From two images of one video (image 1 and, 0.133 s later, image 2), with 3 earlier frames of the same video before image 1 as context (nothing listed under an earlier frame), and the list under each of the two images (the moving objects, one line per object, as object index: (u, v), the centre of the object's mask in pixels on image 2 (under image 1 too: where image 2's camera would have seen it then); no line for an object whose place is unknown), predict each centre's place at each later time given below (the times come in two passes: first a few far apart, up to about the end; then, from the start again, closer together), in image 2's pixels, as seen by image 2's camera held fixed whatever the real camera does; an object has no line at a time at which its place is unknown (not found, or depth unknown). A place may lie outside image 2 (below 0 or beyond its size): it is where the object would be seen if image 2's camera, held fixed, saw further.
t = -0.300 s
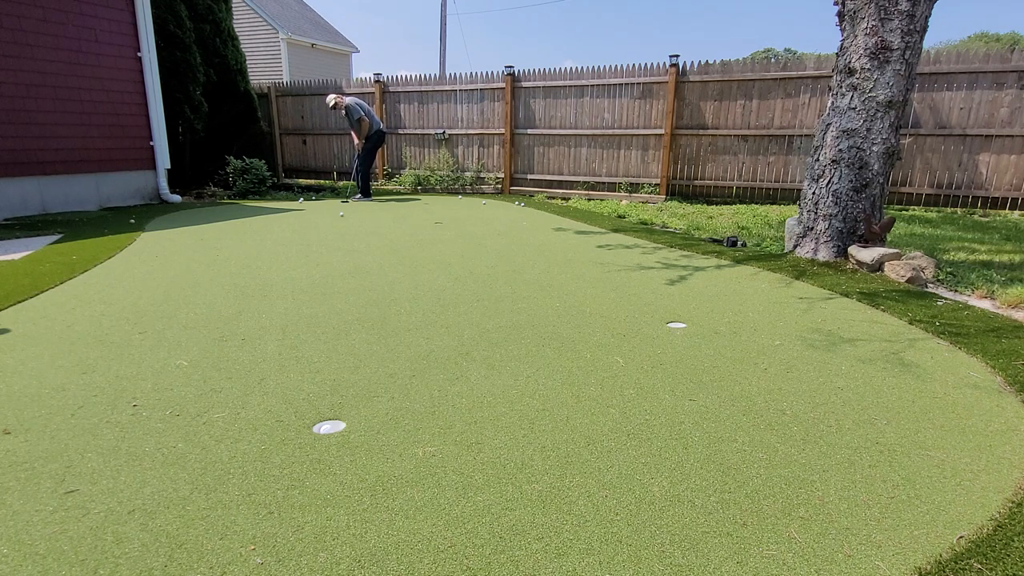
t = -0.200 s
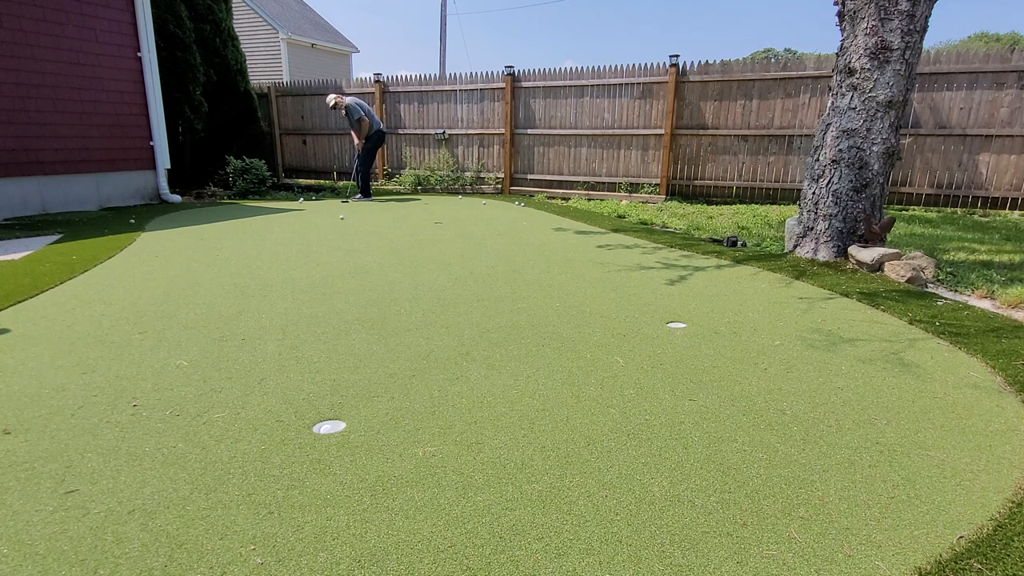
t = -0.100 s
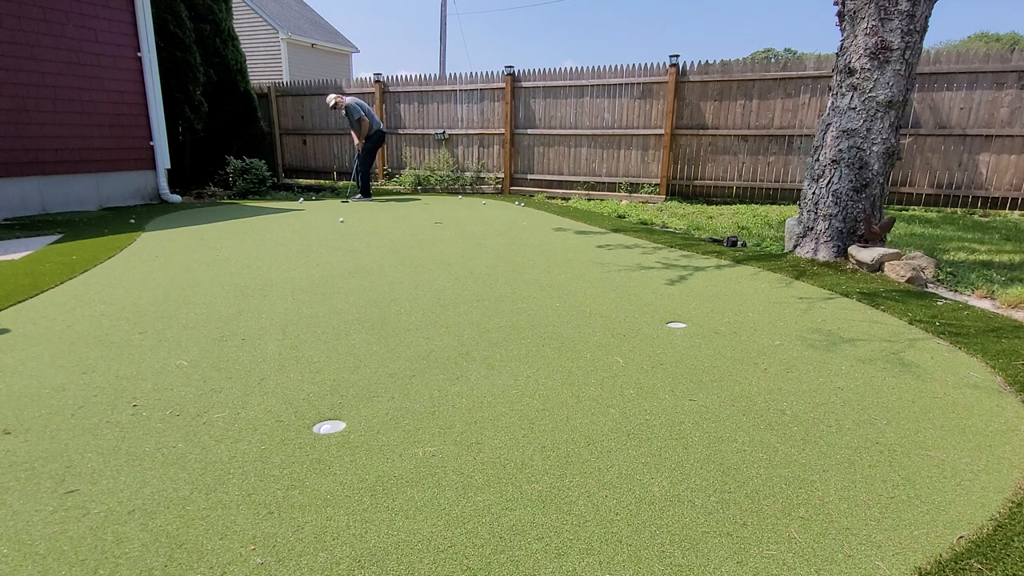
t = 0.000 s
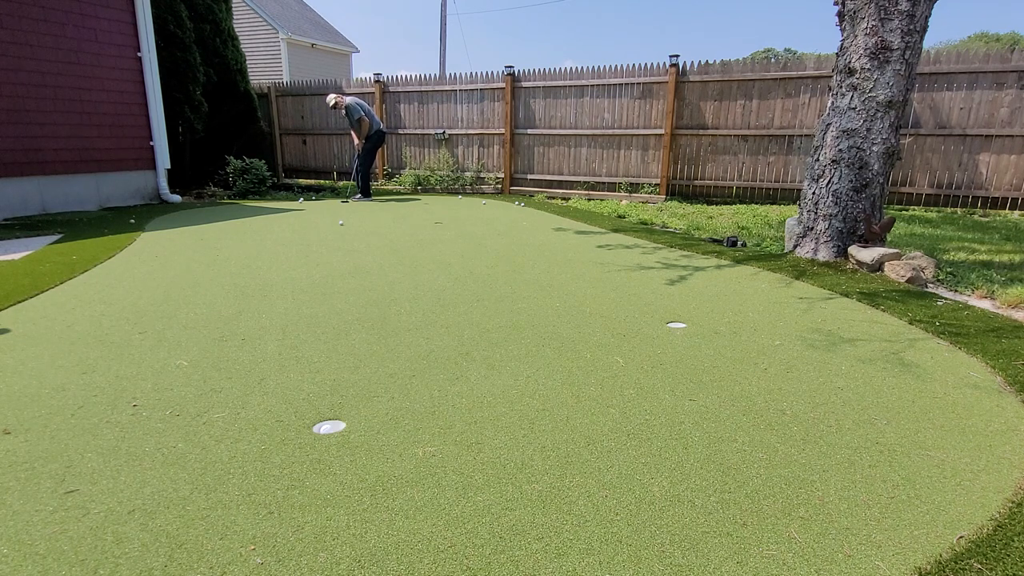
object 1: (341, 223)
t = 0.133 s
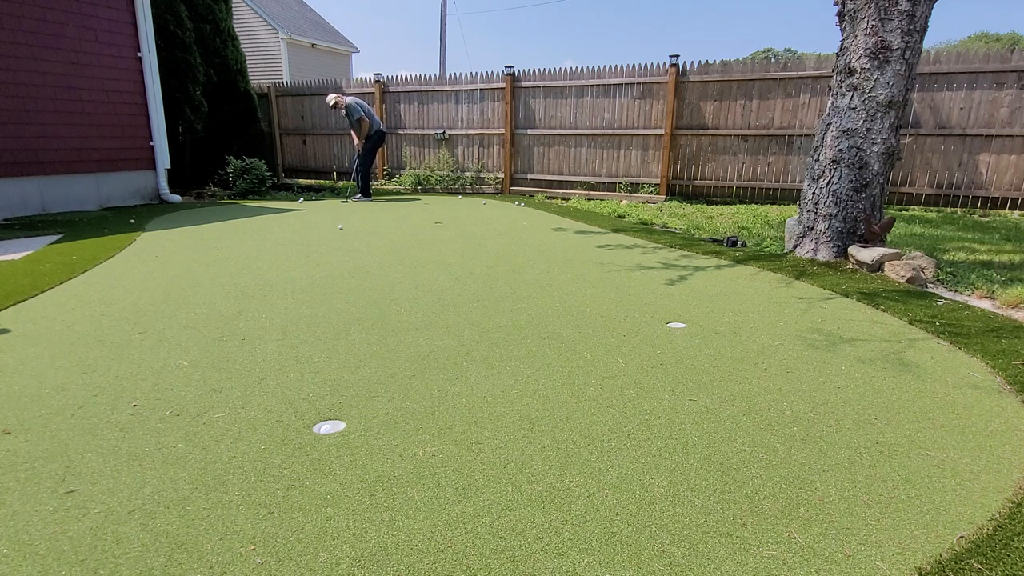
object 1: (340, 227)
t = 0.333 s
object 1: (339, 235)
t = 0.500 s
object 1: (339, 241)
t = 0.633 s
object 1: (338, 247)
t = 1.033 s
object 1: (335, 266)
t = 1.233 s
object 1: (333, 277)
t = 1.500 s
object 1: (332, 295)
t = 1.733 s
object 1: (331, 313)
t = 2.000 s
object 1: (332, 338)
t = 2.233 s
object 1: (335, 361)
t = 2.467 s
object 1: (339, 387)
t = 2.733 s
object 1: (343, 421)
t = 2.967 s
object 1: (326, 450)
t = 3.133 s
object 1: (312, 474)
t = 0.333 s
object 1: (339, 235)
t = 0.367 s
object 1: (339, 236)
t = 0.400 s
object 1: (339, 237)
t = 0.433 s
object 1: (339, 238)
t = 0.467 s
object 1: (339, 240)
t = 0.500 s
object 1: (339, 241)
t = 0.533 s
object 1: (339, 242)
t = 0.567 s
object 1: (338, 244)
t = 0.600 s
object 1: (338, 245)
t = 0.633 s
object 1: (338, 247)
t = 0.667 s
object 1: (338, 248)
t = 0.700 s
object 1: (337, 249)
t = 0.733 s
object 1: (337, 251)
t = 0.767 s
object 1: (337, 252)
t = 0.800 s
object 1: (337, 254)
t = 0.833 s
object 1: (337, 256)
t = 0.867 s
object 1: (336, 257)
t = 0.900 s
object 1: (336, 259)
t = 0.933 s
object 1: (336, 260)
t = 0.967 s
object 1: (335, 262)
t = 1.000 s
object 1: (335, 263)
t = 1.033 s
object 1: (335, 266)
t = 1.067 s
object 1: (335, 267)
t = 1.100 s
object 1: (334, 269)
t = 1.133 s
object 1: (334, 271)
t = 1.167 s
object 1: (334, 273)
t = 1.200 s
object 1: (334, 275)
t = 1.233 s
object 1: (333, 277)
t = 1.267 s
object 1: (333, 279)
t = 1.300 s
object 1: (333, 281)
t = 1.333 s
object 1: (333, 284)
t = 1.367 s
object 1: (332, 286)
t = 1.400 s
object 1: (332, 288)
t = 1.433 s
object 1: (332, 290)
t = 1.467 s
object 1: (332, 293)
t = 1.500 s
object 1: (332, 295)
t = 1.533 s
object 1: (332, 298)
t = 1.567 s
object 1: (331, 300)
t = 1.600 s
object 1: (331, 303)
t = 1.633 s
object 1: (331, 305)
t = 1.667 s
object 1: (331, 308)
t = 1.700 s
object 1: (331, 311)
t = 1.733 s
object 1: (331, 313)
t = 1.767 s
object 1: (331, 316)
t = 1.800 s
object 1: (331, 319)
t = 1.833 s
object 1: (331, 322)
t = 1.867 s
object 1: (331, 325)
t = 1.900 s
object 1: (332, 328)
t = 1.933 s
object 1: (332, 331)
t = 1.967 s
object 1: (332, 334)
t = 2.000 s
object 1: (332, 338)
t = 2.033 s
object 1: (333, 341)
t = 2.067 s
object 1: (333, 344)
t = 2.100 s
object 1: (333, 347)
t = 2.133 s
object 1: (334, 351)
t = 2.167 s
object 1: (334, 354)
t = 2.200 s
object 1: (334, 357)
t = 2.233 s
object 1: (335, 361)
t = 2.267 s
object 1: (336, 364)
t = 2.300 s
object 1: (336, 368)
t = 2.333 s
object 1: (337, 372)
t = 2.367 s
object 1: (337, 375)
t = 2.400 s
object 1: (338, 379)
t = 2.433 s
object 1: (338, 383)
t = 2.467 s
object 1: (339, 387)
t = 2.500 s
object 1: (340, 391)
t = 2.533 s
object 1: (340, 395)
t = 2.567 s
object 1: (341, 398)
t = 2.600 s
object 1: (341, 403)
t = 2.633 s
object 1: (342, 408)
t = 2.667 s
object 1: (343, 412)
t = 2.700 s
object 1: (344, 416)
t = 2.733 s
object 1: (343, 421)
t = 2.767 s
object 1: (341, 424)
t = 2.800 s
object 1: (339, 428)
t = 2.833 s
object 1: (337, 431)
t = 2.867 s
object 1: (334, 436)
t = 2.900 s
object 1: (332, 441)
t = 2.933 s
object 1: (329, 446)
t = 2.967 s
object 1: (326, 450)
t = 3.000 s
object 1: (323, 455)
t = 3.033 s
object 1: (320, 459)
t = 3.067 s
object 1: (317, 464)
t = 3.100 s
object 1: (315, 469)
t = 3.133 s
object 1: (312, 474)
